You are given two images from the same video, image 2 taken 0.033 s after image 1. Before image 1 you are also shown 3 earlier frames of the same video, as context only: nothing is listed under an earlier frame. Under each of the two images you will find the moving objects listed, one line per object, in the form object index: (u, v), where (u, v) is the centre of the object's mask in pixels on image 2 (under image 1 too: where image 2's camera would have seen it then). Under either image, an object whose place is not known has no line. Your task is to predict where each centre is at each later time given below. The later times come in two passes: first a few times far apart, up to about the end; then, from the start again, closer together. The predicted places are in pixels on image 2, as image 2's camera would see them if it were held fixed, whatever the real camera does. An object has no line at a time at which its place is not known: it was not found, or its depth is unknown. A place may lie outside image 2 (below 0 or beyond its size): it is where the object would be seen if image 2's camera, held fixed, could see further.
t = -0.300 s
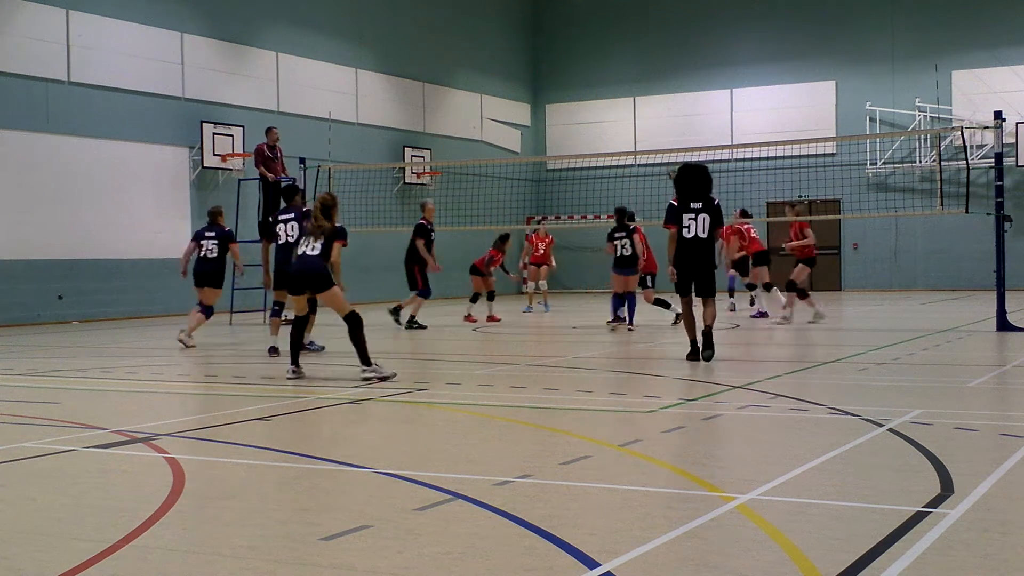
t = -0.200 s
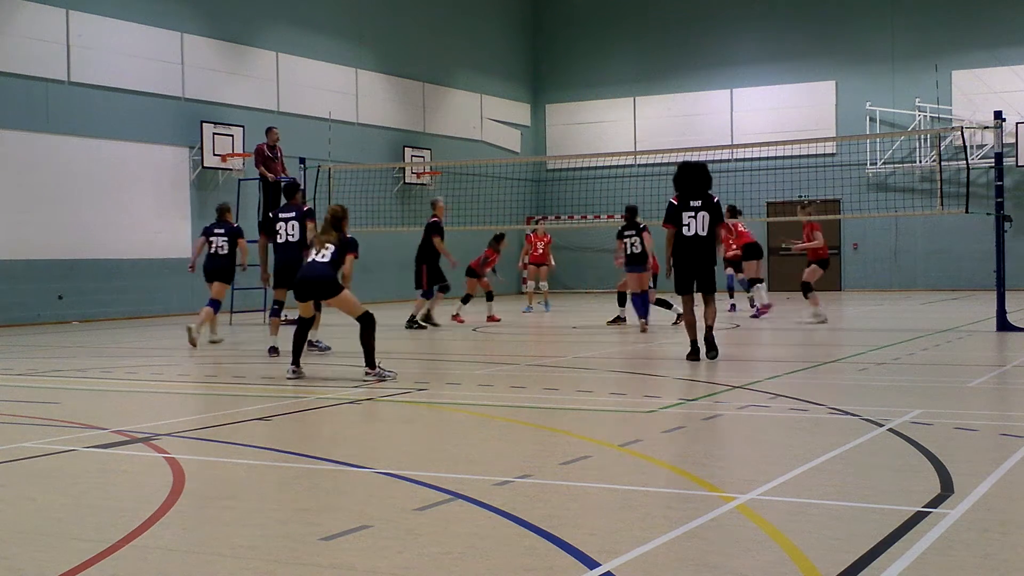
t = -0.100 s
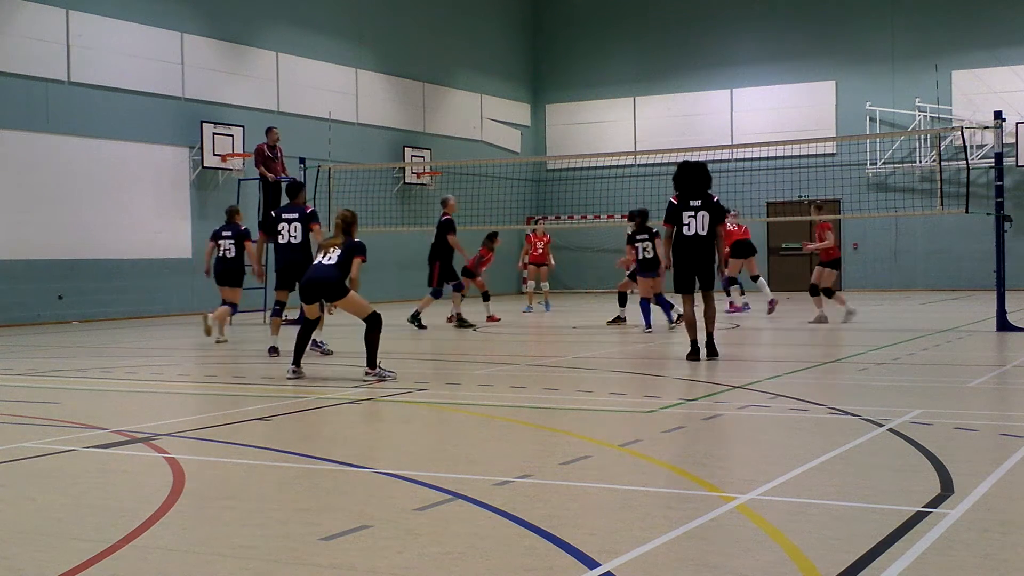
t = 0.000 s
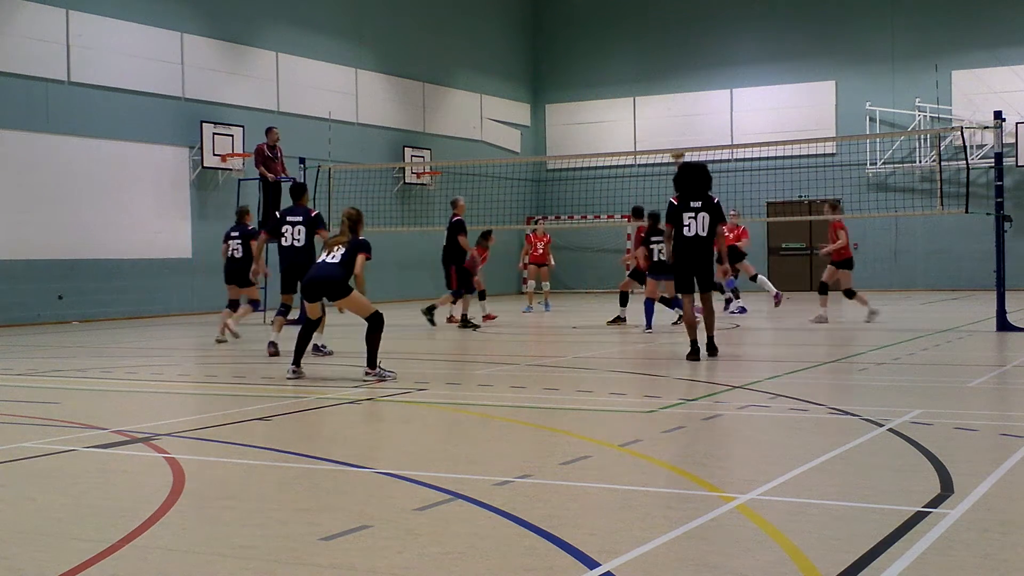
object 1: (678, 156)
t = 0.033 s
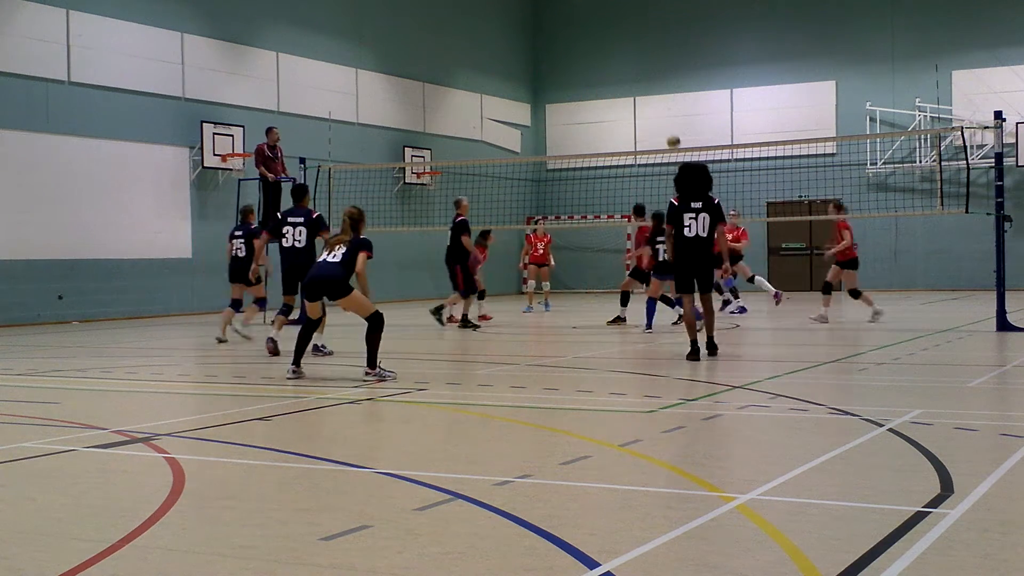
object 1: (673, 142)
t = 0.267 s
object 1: (643, 74)
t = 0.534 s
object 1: (612, 42)
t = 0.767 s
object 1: (586, 50)
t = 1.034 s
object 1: (557, 98)
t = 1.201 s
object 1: (541, 149)
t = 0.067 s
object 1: (669, 130)
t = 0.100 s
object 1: (664, 118)
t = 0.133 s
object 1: (660, 109)
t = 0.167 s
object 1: (656, 100)
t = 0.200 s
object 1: (651, 90)
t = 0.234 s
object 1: (647, 81)
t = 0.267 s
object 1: (643, 74)
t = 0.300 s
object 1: (639, 67)
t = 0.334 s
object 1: (635, 61)
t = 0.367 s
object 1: (631, 56)
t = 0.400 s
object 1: (628, 52)
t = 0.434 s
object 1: (624, 49)
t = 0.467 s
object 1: (620, 45)
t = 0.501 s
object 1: (615, 44)
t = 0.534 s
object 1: (612, 42)
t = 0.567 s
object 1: (608, 41)
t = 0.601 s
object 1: (604, 41)
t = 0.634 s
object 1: (600, 41)
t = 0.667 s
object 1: (596, 42)
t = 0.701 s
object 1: (593, 44)
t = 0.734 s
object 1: (589, 47)
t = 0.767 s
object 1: (586, 50)
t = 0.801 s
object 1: (582, 53)
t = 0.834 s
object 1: (579, 58)
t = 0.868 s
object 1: (575, 63)
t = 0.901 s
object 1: (571, 69)
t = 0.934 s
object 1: (567, 75)
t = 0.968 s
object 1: (564, 82)
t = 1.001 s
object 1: (560, 90)
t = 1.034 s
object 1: (557, 98)
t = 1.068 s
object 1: (555, 107)
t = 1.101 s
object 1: (551, 118)
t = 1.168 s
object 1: (544, 139)
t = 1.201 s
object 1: (541, 149)
